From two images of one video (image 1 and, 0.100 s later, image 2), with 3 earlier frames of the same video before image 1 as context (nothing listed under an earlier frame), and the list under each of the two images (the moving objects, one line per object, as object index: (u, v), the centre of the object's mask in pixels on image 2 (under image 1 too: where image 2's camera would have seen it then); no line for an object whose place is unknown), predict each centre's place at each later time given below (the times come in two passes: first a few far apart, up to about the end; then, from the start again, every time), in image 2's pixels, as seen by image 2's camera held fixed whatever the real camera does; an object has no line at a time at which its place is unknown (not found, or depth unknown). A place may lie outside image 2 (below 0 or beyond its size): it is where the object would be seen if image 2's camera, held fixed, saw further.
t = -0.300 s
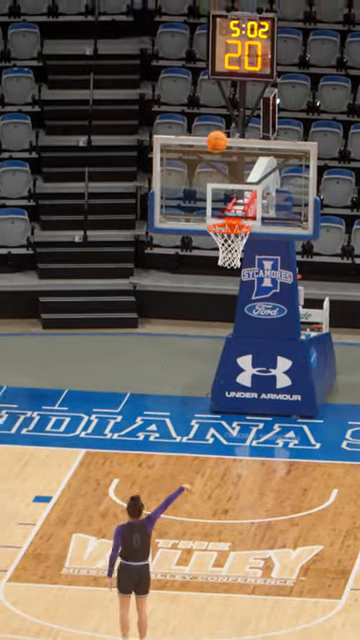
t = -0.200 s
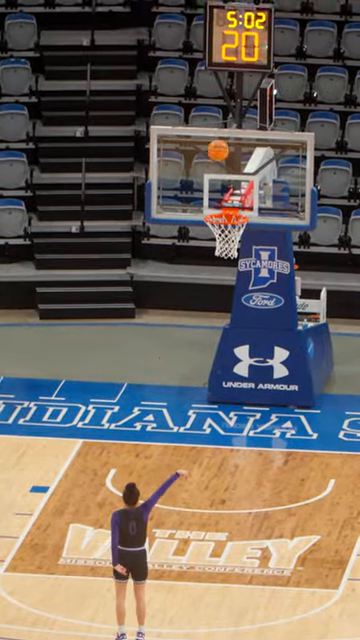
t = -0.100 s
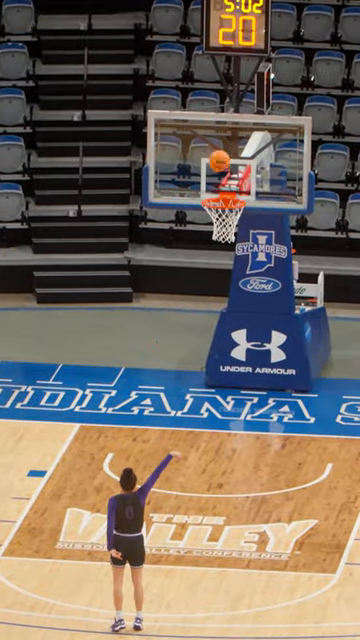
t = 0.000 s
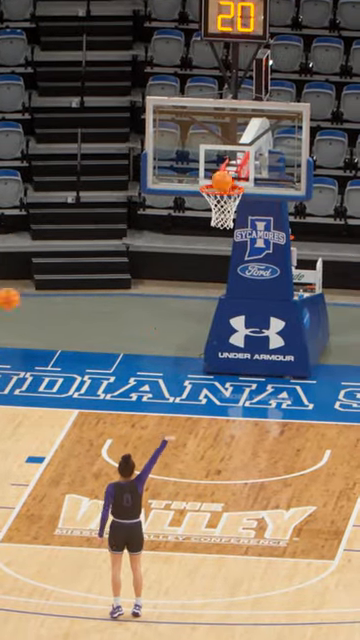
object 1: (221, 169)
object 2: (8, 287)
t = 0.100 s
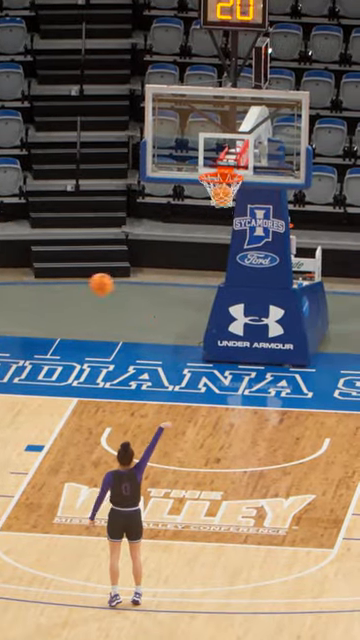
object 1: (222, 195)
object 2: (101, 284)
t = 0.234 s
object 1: (219, 220)
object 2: (226, 295)
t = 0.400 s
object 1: (215, 271)
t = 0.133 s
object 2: (132, 285)
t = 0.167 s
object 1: (220, 210)
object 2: (164, 288)
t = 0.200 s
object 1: (219, 213)
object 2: (194, 291)
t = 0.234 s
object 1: (219, 220)
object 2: (226, 295)
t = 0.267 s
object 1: (218, 228)
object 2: (257, 300)
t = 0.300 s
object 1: (217, 238)
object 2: (288, 306)
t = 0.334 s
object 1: (216, 248)
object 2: (318, 314)
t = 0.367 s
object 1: (216, 259)
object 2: (348, 322)
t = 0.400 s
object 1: (215, 271)
